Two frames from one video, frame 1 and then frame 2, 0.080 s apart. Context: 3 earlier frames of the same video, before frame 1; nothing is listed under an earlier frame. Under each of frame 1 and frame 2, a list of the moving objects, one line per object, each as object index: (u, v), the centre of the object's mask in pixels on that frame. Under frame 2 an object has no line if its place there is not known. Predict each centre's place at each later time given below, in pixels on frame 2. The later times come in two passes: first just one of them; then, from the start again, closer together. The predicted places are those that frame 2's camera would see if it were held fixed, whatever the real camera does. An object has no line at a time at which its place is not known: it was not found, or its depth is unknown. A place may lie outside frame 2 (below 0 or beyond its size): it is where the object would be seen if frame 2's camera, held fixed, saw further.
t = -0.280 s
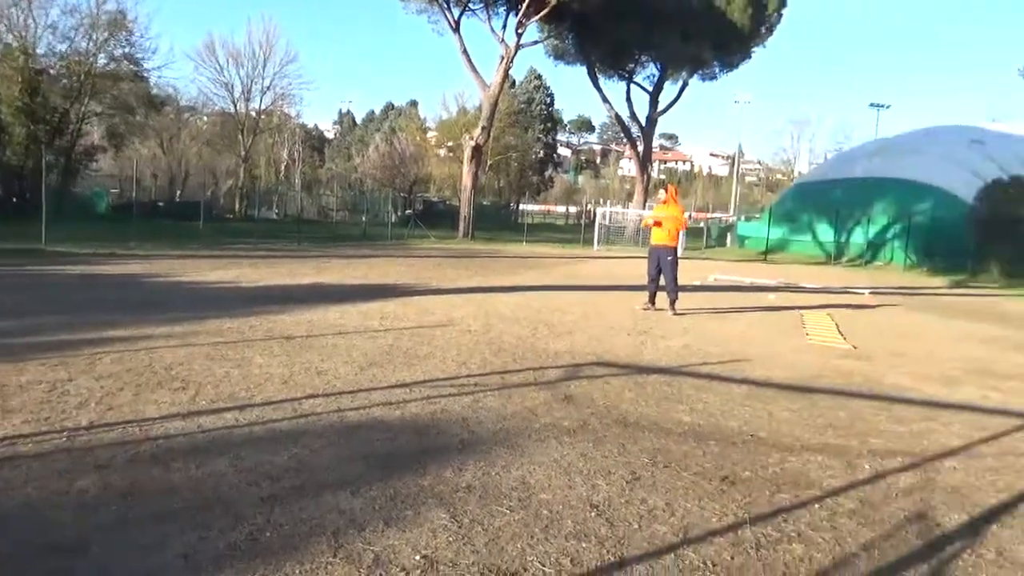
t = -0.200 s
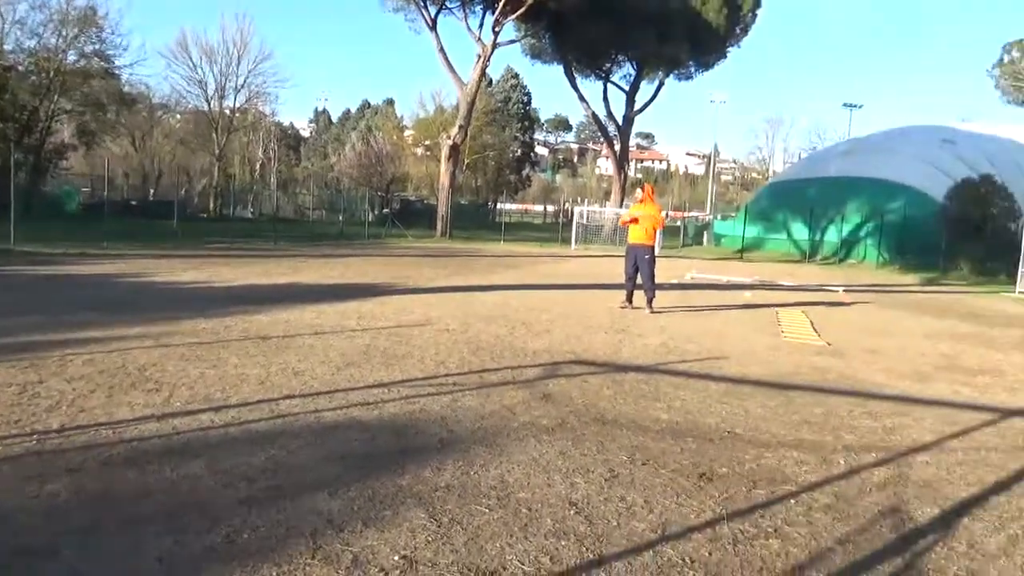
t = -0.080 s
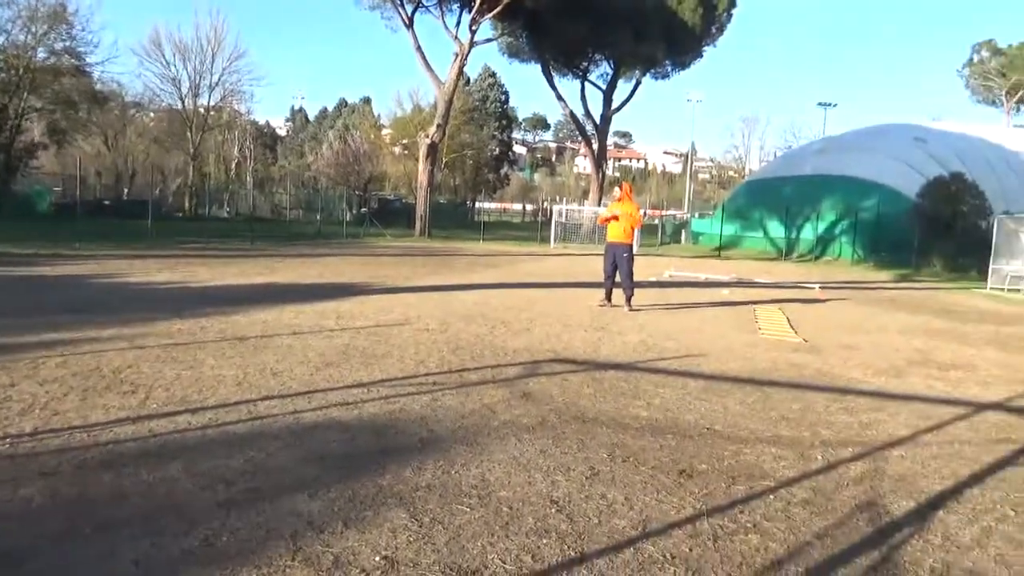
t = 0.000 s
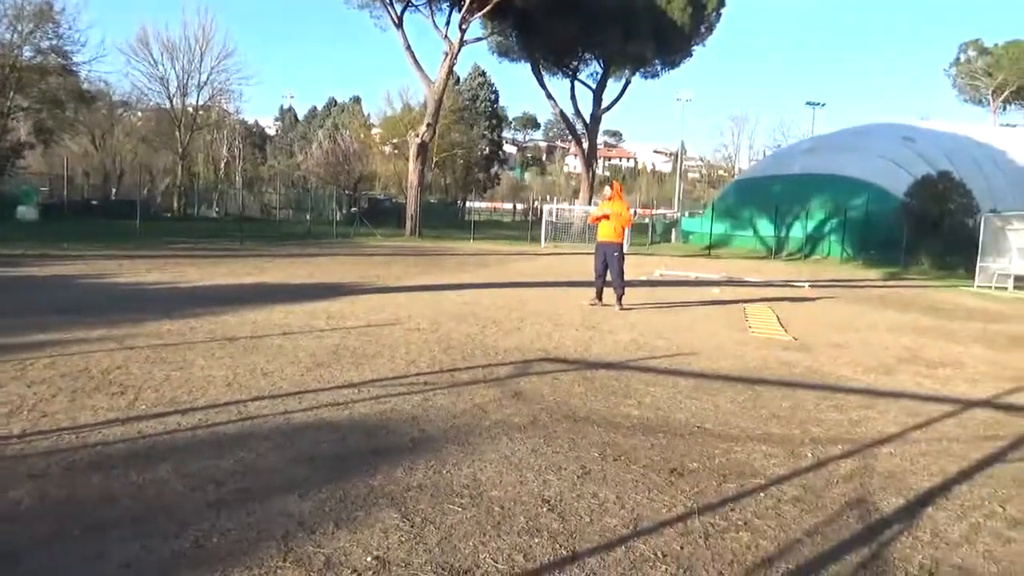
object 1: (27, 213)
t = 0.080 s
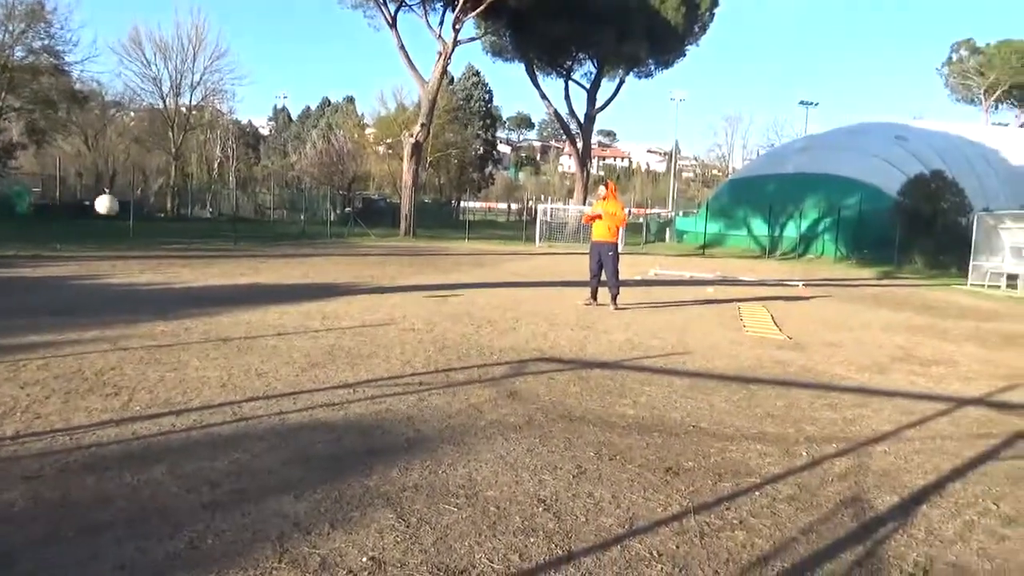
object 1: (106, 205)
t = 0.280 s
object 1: (362, 200)
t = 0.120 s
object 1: (153, 201)
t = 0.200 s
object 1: (250, 197)
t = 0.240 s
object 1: (304, 198)
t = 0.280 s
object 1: (362, 200)
